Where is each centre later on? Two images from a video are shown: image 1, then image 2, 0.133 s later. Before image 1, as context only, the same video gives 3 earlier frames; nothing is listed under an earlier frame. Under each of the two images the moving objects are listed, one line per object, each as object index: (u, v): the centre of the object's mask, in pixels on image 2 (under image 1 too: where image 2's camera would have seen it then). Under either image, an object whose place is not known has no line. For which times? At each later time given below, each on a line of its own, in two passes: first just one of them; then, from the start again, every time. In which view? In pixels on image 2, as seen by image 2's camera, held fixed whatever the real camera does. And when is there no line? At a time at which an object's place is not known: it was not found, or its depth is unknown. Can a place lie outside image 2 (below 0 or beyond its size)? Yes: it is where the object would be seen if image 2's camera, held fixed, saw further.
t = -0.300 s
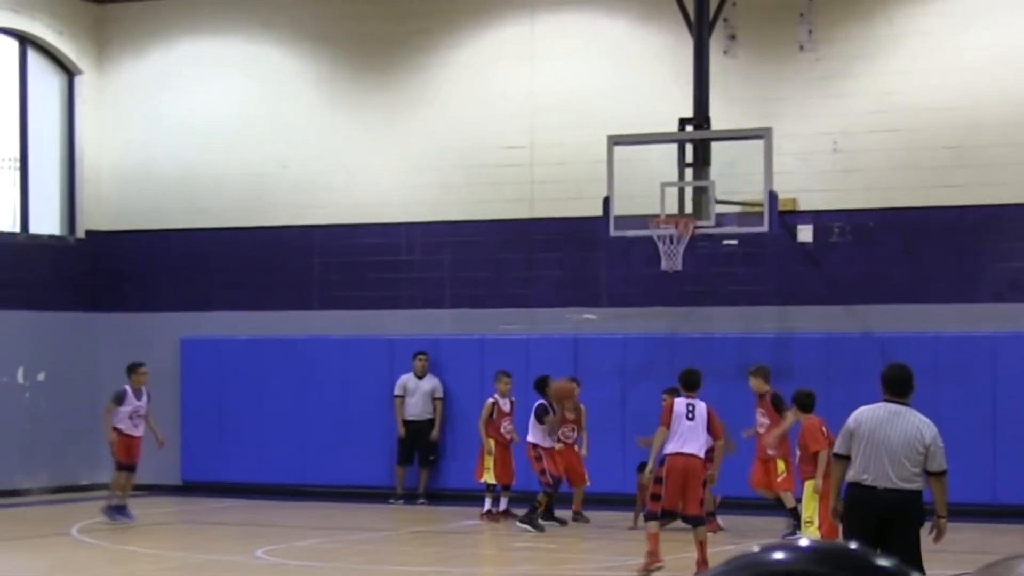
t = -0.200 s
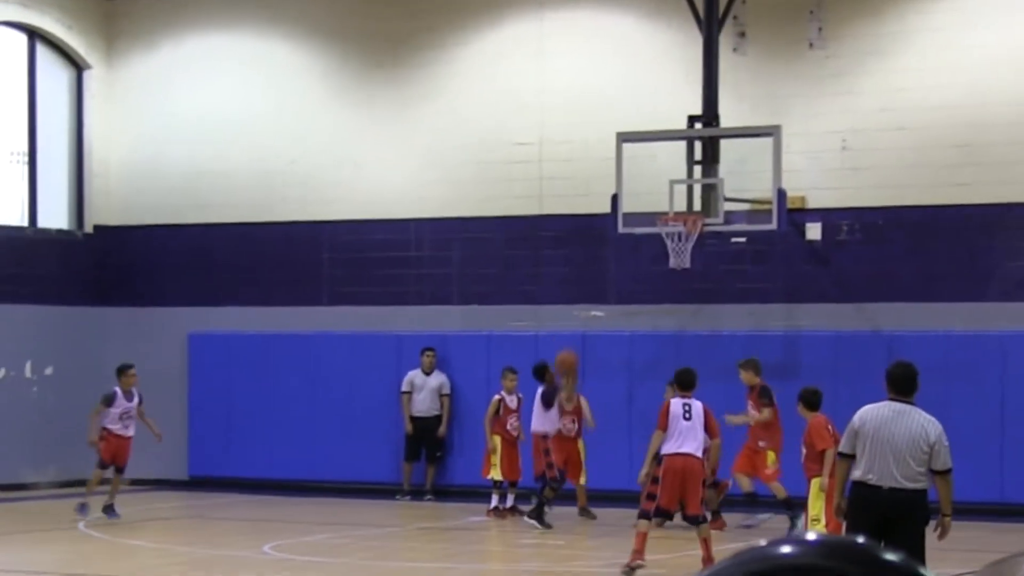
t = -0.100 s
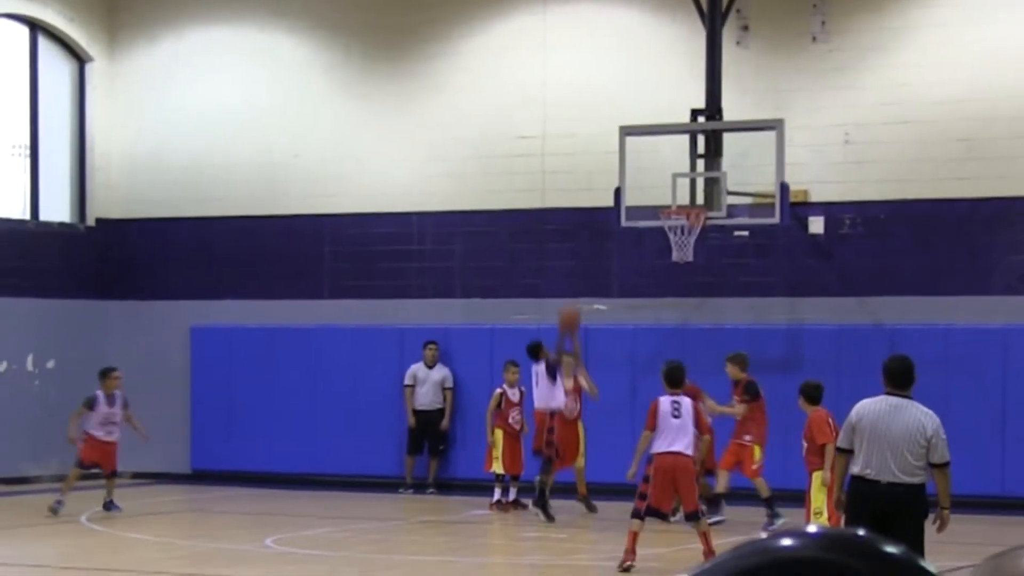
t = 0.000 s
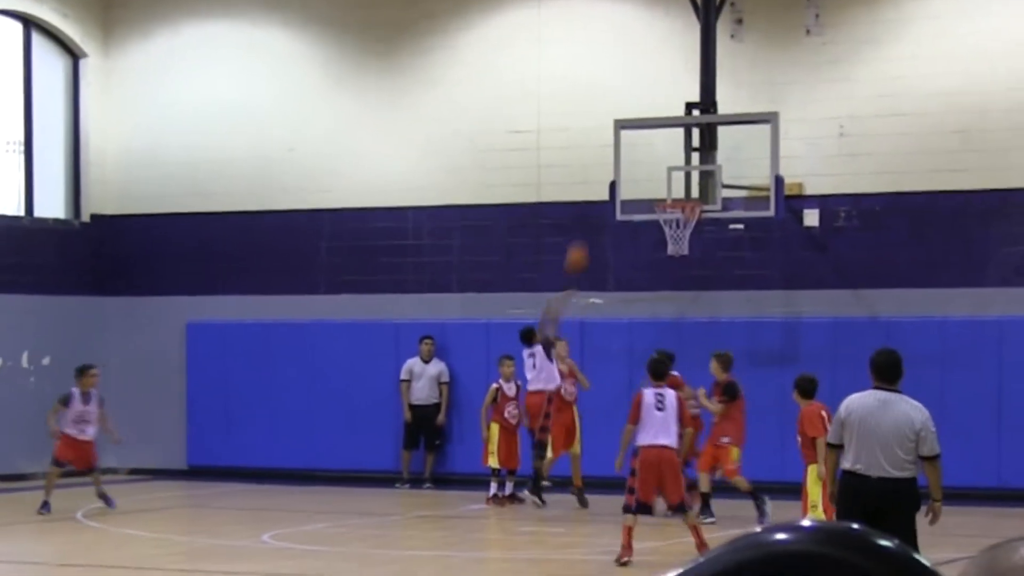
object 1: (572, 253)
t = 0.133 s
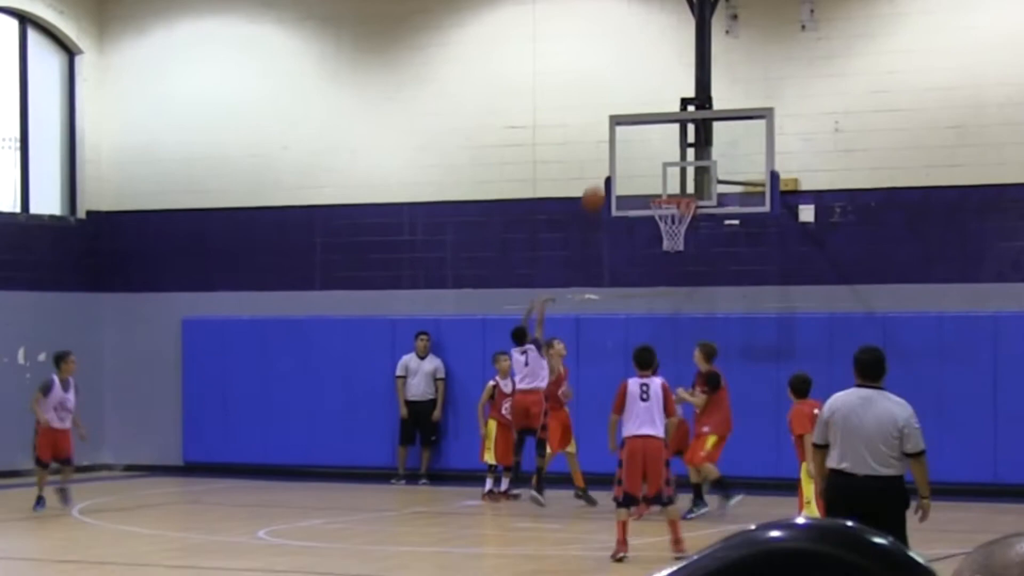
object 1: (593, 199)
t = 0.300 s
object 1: (617, 155)
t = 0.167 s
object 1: (598, 187)
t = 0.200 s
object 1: (603, 177)
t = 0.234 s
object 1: (608, 169)
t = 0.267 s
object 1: (613, 162)
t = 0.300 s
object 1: (617, 155)
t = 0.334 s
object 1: (622, 149)
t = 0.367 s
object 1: (627, 145)
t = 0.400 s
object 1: (632, 142)
